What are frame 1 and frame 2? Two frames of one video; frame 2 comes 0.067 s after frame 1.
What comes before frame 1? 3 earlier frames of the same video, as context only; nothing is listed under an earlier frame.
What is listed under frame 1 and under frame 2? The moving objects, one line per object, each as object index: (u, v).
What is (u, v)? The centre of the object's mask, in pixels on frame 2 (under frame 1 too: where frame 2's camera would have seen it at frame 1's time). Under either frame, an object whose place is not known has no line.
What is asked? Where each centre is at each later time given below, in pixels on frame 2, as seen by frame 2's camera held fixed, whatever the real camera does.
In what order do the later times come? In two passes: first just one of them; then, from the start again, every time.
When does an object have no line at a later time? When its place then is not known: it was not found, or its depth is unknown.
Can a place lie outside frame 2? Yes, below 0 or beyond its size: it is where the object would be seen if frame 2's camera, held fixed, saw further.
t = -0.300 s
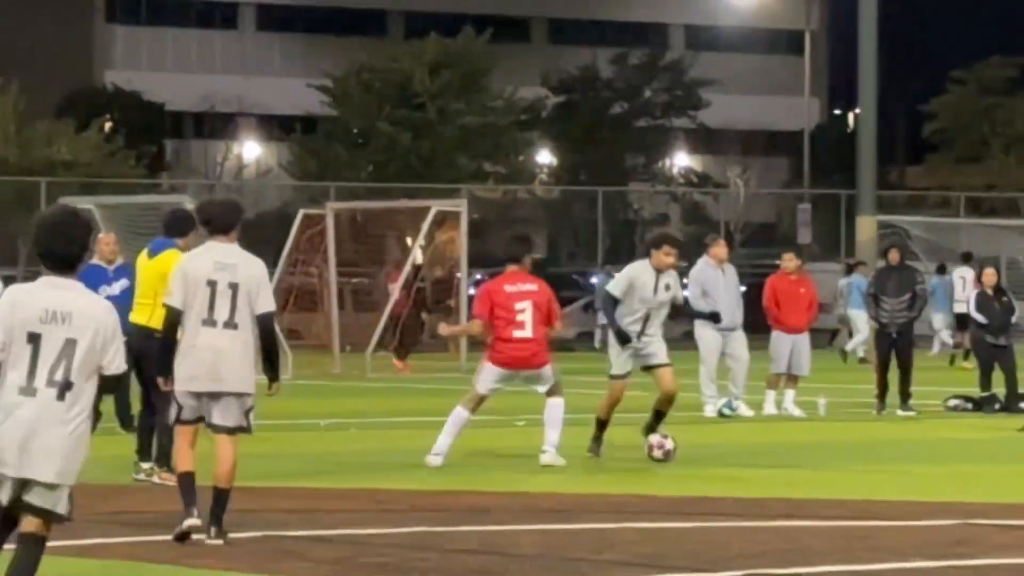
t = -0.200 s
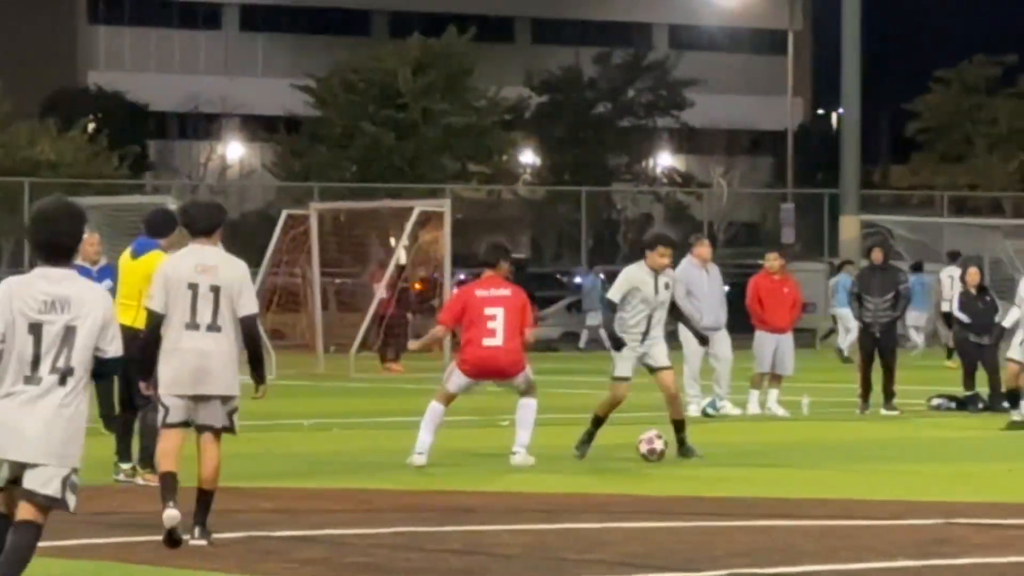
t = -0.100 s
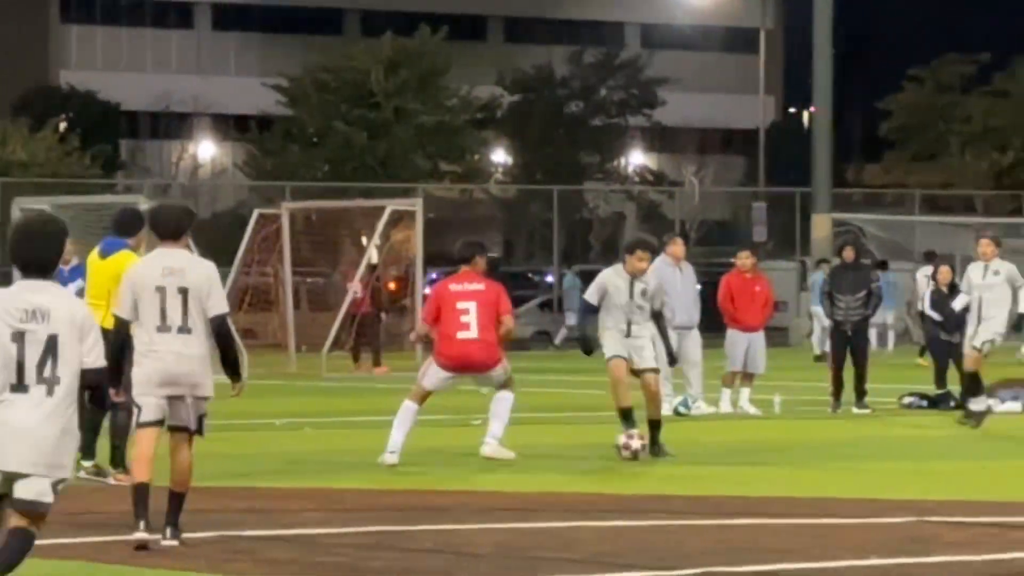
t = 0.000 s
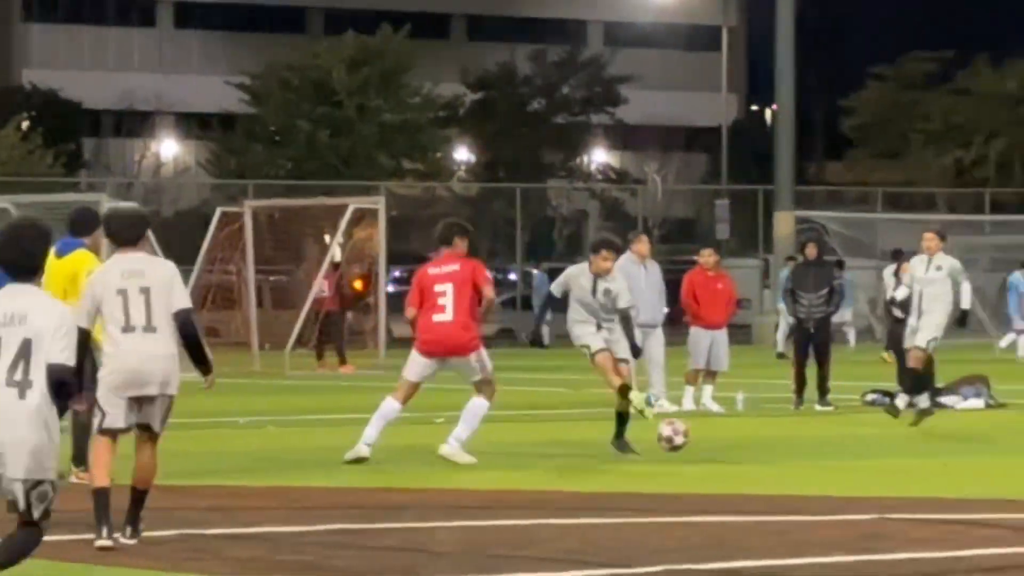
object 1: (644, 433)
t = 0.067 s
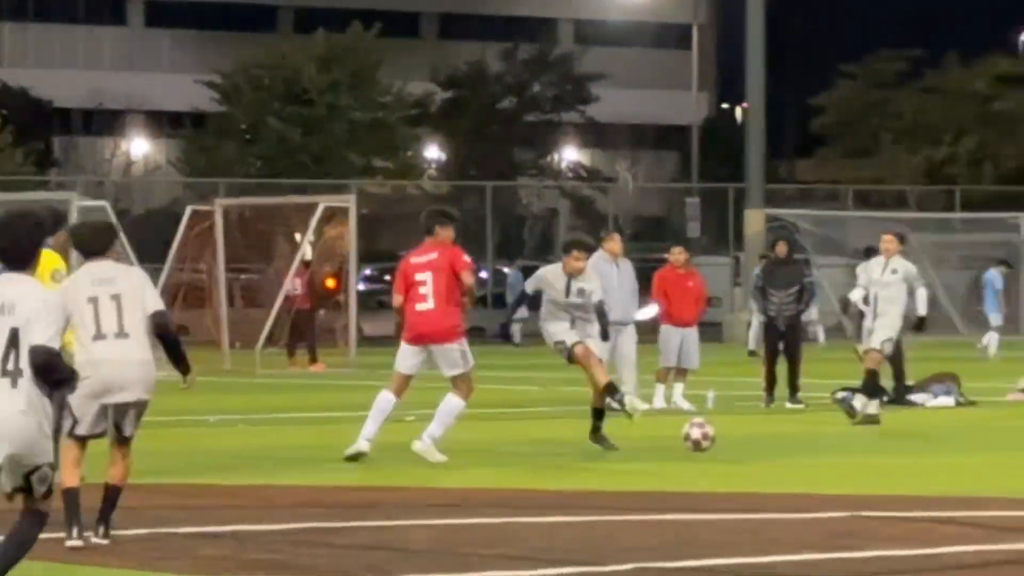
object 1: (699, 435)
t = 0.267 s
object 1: (874, 445)
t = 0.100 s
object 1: (727, 438)
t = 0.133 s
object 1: (756, 443)
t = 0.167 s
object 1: (785, 450)
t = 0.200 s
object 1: (814, 455)
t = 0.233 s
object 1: (844, 449)
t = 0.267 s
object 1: (874, 445)
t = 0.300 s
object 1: (904, 444)
